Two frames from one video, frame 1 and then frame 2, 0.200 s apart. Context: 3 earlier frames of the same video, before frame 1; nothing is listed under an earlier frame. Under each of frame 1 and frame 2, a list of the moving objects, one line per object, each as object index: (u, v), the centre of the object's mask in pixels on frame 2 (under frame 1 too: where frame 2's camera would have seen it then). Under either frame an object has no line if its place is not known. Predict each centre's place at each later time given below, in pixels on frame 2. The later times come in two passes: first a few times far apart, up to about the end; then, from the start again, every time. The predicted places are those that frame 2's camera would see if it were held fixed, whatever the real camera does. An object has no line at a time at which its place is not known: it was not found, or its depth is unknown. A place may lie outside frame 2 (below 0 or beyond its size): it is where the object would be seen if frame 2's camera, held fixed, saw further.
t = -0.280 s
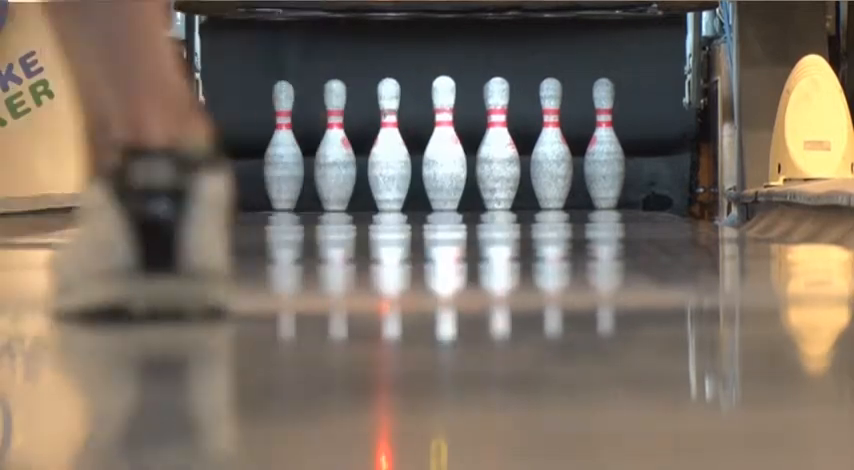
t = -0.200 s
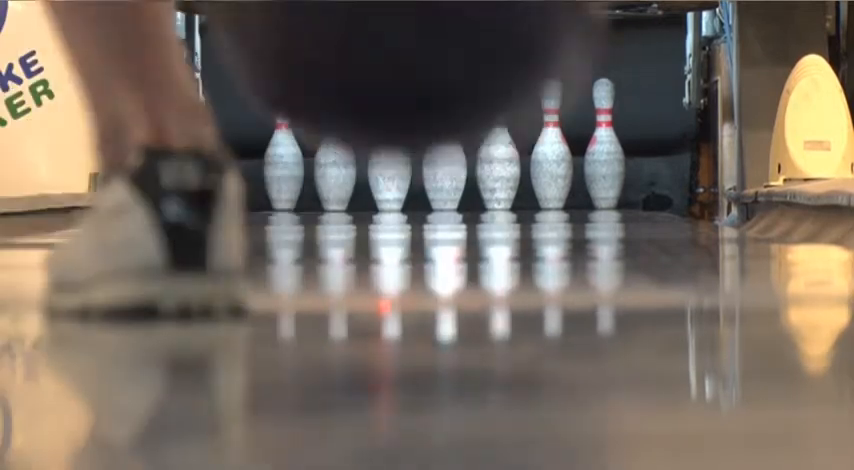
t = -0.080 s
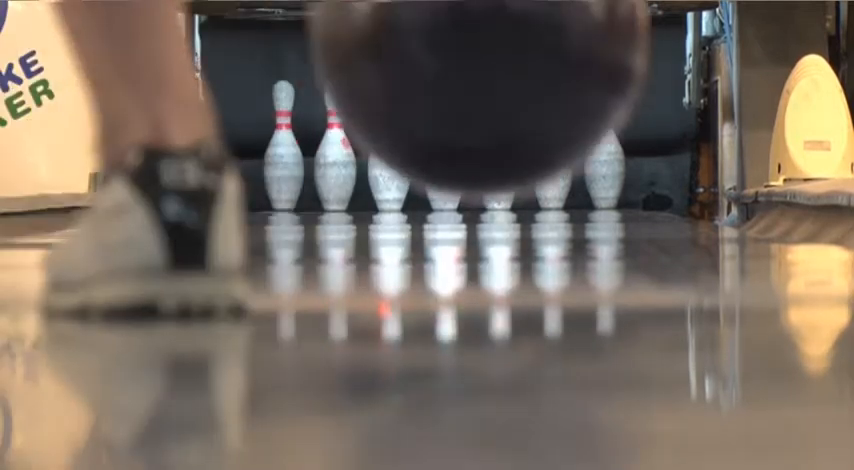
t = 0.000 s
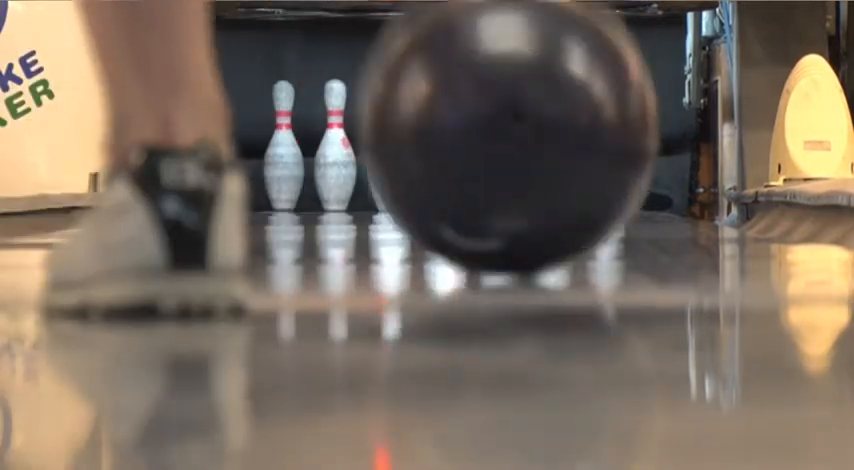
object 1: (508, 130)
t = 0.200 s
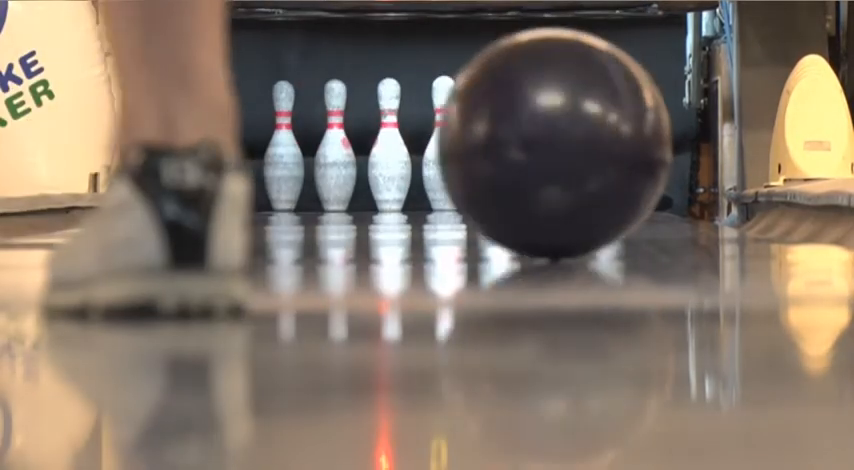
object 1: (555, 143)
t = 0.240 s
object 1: (560, 144)
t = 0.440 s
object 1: (578, 149)
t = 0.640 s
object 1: (585, 157)
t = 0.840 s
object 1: (587, 159)
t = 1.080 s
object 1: (582, 161)
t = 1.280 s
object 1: (575, 164)
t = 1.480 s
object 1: (564, 164)
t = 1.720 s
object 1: (545, 166)
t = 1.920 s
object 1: (522, 169)
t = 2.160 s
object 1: (485, 171)
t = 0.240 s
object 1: (560, 144)
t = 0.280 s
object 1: (564, 145)
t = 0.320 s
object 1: (568, 146)
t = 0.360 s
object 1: (572, 147)
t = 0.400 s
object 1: (576, 148)
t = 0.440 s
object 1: (578, 149)
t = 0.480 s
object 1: (581, 151)
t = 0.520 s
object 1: (582, 154)
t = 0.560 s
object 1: (584, 155)
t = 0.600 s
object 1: (584, 156)
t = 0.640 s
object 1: (585, 157)
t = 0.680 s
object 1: (586, 158)
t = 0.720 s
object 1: (586, 158)
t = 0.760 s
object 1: (587, 158)
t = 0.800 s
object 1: (587, 159)
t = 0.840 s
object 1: (587, 159)
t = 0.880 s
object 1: (586, 160)
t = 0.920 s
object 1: (586, 160)
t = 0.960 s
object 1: (585, 160)
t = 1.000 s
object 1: (585, 160)
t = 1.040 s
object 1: (584, 160)
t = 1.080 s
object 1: (582, 161)
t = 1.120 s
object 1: (581, 162)
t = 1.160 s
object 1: (580, 162)
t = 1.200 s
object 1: (578, 163)
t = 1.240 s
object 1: (577, 163)
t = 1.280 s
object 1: (575, 164)
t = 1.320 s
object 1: (573, 164)
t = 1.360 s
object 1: (571, 164)
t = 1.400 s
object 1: (569, 164)
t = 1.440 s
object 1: (566, 164)
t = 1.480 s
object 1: (564, 164)
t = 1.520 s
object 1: (561, 165)
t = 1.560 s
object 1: (559, 164)
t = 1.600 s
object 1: (556, 164)
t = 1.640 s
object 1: (553, 165)
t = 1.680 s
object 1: (549, 165)
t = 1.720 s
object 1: (545, 166)
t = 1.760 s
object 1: (542, 166)
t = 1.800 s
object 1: (537, 167)
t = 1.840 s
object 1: (532, 168)
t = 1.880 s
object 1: (528, 168)
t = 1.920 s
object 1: (522, 169)
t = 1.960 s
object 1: (516, 170)
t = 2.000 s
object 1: (510, 170)
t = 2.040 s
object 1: (504, 170)
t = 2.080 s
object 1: (498, 171)
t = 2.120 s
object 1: (491, 171)
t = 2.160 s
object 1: (485, 171)
